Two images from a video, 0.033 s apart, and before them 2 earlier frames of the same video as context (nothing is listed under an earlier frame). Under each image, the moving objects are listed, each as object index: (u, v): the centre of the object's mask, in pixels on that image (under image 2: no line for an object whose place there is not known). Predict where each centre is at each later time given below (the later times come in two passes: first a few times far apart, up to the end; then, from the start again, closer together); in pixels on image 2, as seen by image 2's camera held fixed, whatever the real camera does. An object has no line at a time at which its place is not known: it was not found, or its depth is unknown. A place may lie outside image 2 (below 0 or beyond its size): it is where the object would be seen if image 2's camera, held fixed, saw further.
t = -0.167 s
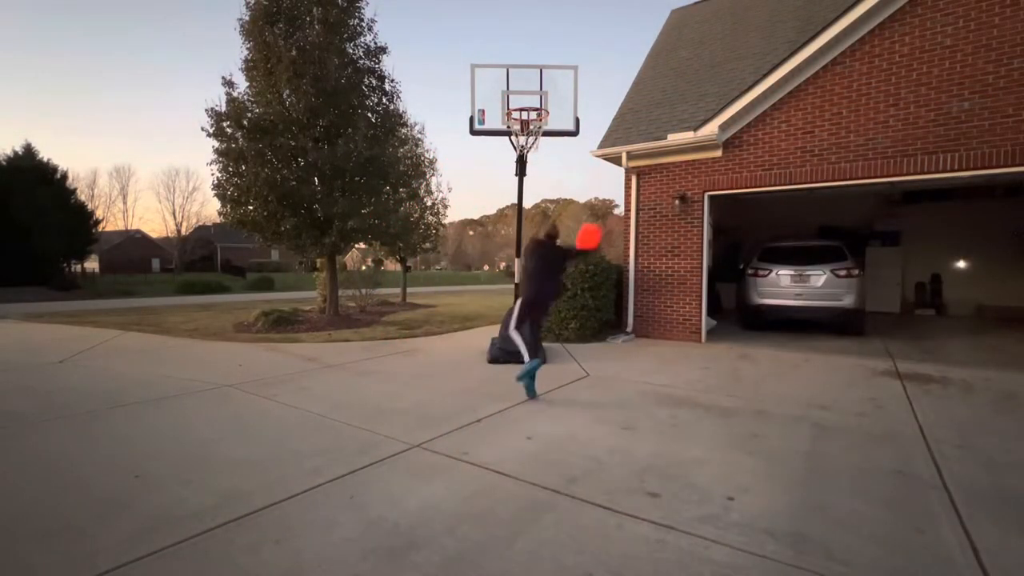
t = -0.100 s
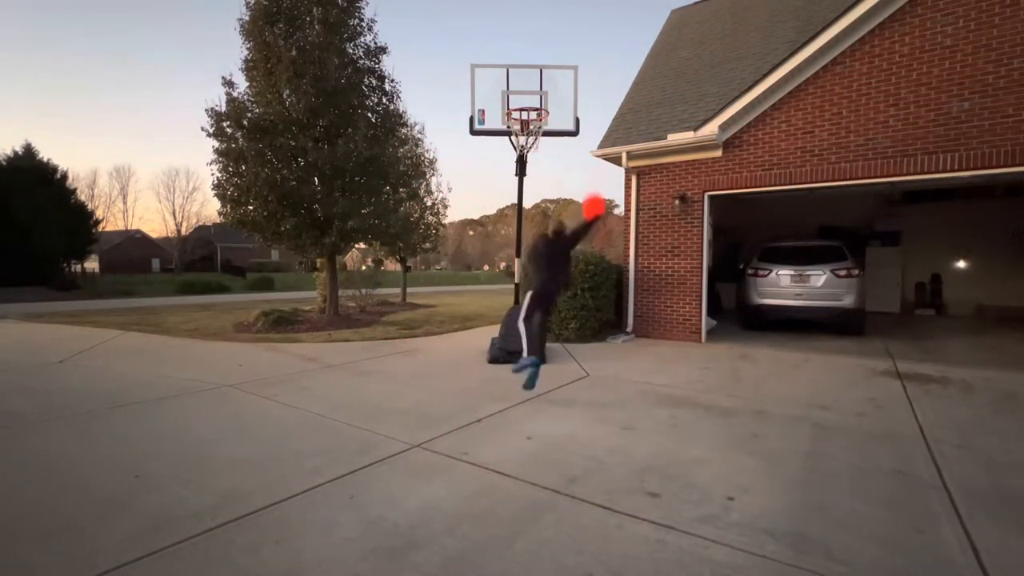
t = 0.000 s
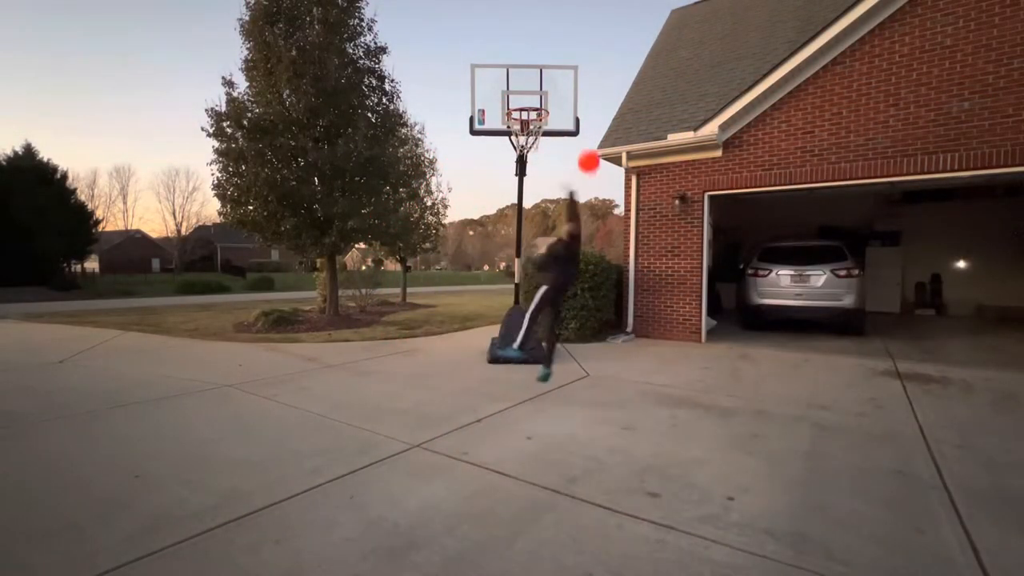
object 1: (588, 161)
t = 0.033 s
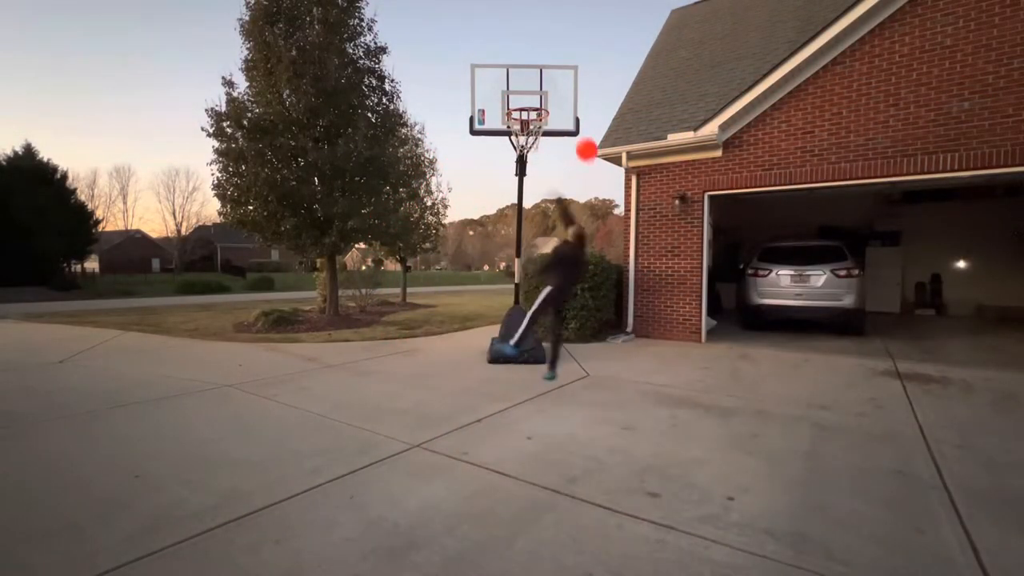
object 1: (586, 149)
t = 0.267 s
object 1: (572, 97)
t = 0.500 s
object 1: (552, 90)
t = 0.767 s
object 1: (522, 121)
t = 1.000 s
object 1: (505, 136)
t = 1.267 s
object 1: (506, 183)
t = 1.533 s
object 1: (505, 285)
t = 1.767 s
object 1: (509, 340)
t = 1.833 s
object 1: (512, 317)
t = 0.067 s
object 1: (584, 138)
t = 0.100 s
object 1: (582, 128)
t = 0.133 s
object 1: (580, 120)
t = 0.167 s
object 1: (578, 113)
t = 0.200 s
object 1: (576, 106)
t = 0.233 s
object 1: (574, 101)
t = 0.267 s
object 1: (572, 97)
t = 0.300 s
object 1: (569, 93)
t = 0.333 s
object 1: (566, 90)
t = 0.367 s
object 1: (563, 88)
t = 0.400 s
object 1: (560, 87)
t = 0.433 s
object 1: (558, 87)
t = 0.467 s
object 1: (555, 88)
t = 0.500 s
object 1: (552, 90)
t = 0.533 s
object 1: (549, 92)
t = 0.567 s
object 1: (546, 96)
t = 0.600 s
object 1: (544, 100)
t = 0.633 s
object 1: (540, 106)
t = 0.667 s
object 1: (536, 108)
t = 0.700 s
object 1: (531, 111)
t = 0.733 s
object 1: (527, 115)
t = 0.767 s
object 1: (522, 121)
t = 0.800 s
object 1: (517, 126)
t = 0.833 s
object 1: (514, 131)
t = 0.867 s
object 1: (510, 132)
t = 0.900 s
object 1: (508, 133)
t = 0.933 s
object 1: (507, 134)
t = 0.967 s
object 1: (506, 135)
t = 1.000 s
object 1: (505, 136)
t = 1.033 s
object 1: (506, 138)
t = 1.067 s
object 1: (506, 142)
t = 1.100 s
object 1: (506, 147)
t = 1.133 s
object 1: (506, 152)
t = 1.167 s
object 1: (506, 159)
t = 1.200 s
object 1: (506, 166)
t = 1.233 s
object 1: (506, 174)
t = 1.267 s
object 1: (506, 183)
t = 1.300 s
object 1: (506, 193)
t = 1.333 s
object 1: (506, 205)
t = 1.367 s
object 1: (506, 216)
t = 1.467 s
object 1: (506, 255)
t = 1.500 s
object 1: (505, 270)
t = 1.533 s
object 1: (505, 285)
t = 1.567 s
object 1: (505, 301)
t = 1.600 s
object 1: (506, 319)
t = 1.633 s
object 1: (505, 336)
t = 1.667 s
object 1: (505, 353)
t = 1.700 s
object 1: (506, 366)
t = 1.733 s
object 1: (507, 352)
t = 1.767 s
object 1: (509, 340)
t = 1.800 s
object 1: (510, 328)
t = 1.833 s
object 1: (512, 317)
